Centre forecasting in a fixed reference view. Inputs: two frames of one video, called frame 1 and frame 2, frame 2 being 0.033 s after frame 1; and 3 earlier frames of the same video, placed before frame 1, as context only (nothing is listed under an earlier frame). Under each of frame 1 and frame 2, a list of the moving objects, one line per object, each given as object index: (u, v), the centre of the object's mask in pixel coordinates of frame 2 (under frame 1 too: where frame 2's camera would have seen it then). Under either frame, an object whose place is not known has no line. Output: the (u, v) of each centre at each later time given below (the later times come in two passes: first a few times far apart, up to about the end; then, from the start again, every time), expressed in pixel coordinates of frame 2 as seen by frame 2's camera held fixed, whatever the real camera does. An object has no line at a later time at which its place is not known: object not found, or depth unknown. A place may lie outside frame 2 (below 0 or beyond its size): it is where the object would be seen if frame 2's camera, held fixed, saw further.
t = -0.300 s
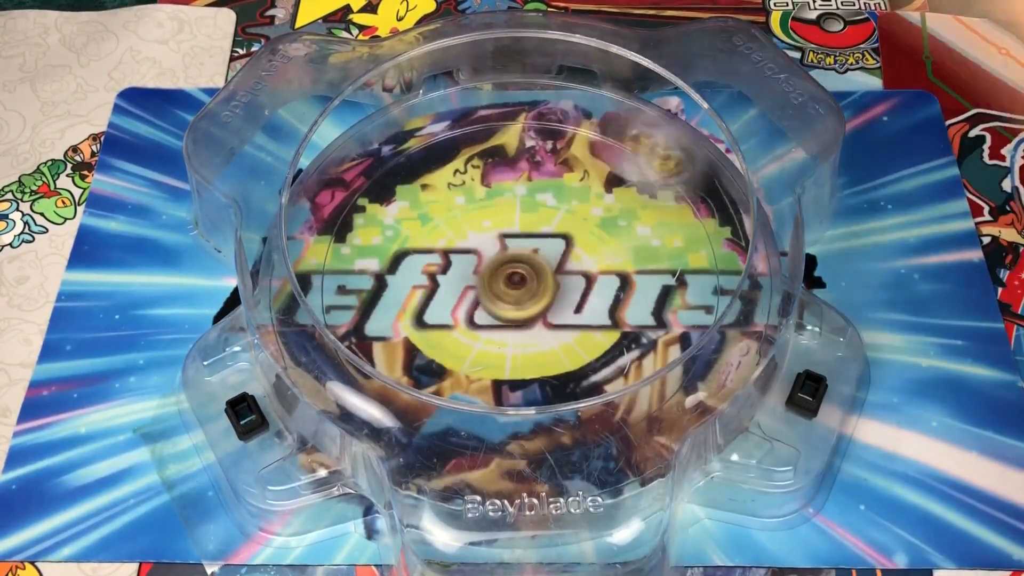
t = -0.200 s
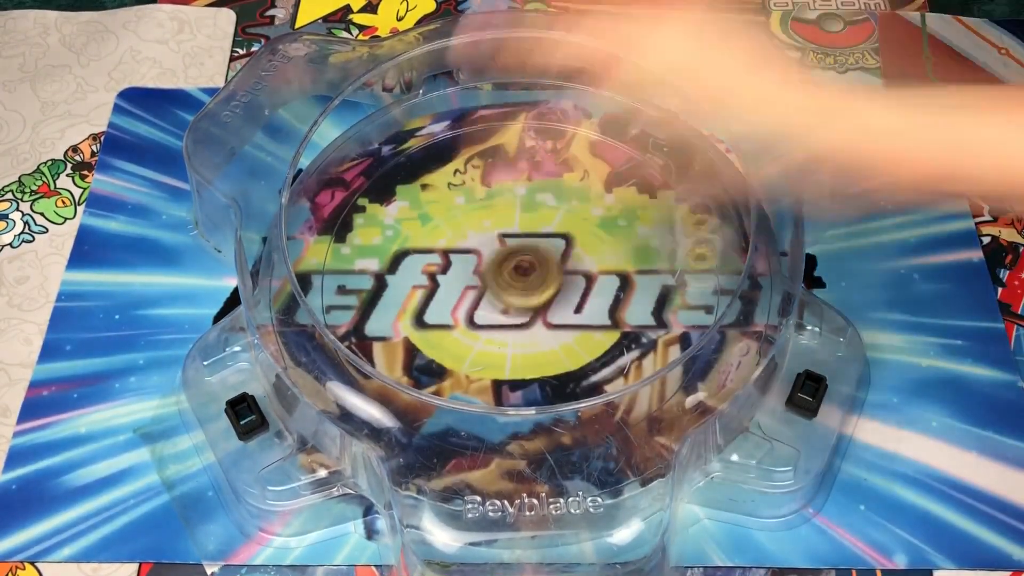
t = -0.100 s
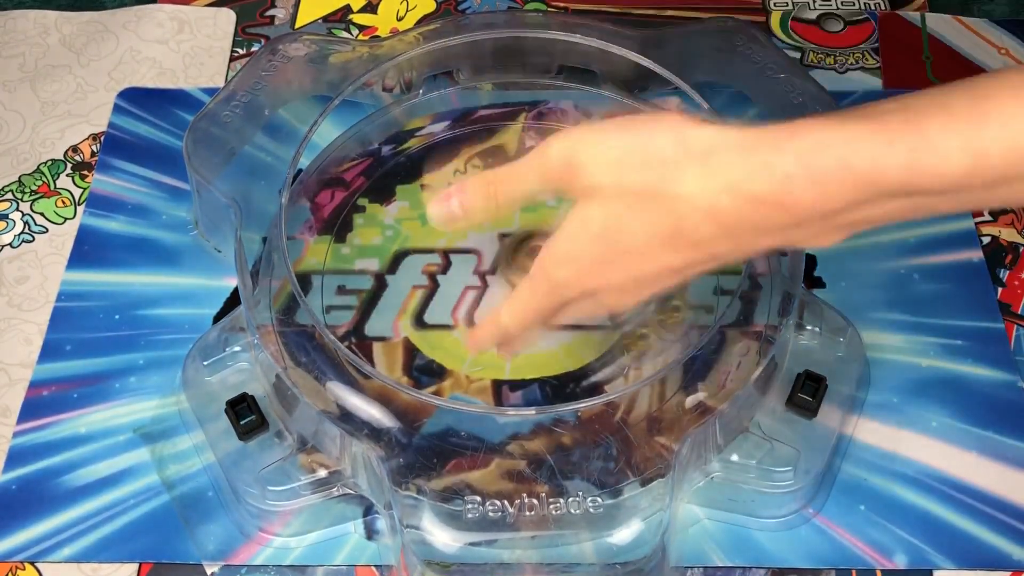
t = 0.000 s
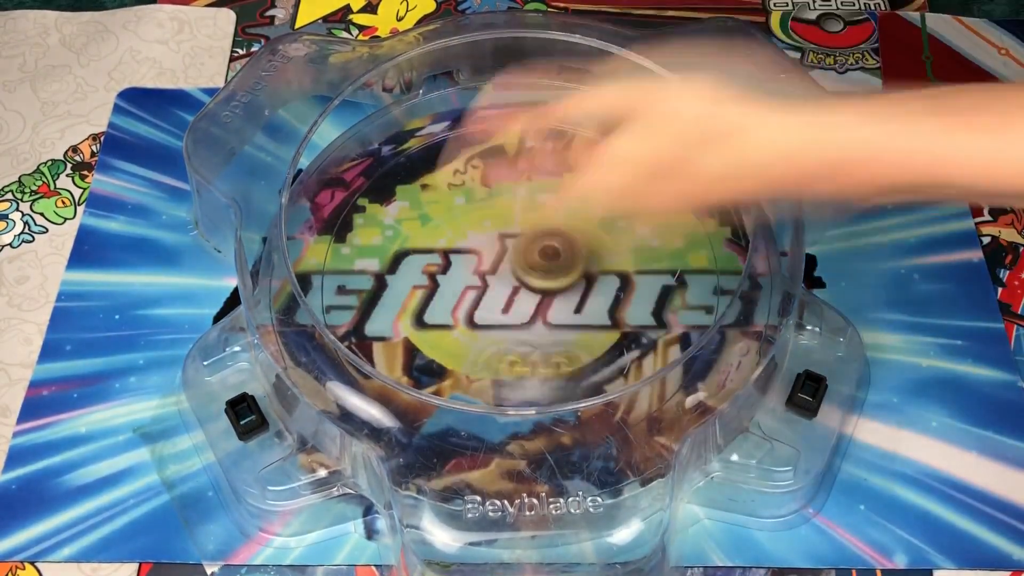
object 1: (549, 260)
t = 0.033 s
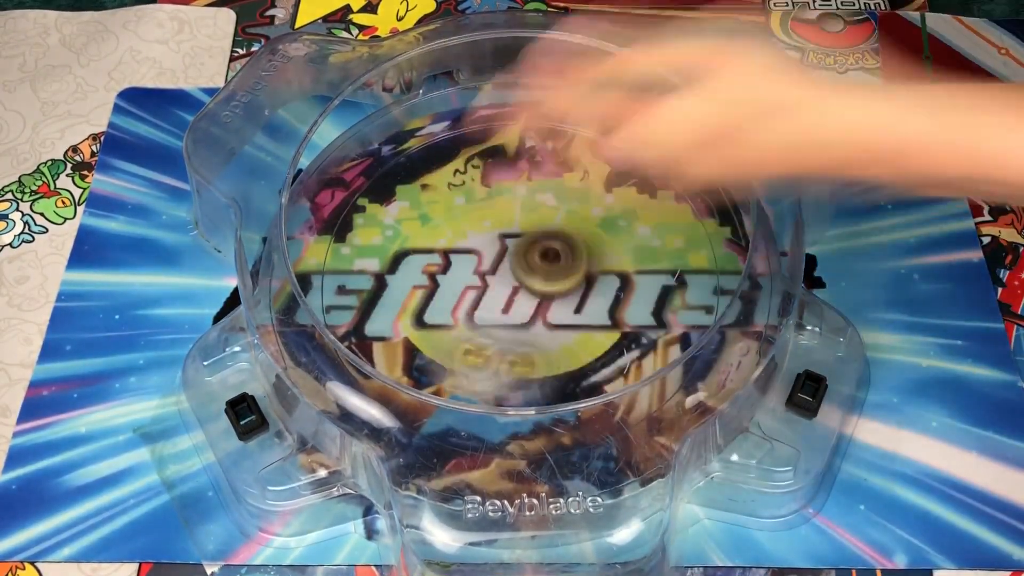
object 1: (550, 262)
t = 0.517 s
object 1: (530, 262)
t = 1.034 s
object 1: (529, 249)
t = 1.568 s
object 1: (509, 269)
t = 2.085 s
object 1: (517, 270)
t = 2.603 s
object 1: (519, 272)
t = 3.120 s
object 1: (519, 270)
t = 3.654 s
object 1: (520, 268)
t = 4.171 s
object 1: (520, 267)
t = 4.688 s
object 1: (521, 268)
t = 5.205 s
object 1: (520, 271)
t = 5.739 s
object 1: (519, 271)
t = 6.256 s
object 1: (520, 270)
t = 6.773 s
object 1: (521, 269)
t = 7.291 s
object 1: (521, 270)
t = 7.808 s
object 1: (521, 277)
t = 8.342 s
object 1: (529, 268)
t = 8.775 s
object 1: (526, 262)
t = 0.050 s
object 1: (550, 264)
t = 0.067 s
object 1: (547, 265)
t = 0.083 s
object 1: (547, 267)
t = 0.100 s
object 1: (546, 267)
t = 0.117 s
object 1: (541, 268)
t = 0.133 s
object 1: (537, 270)
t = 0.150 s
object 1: (532, 269)
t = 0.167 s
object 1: (527, 270)
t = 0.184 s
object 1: (524, 269)
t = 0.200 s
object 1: (520, 270)
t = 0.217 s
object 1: (515, 269)
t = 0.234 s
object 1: (512, 268)
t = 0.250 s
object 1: (508, 267)
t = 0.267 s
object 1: (504, 265)
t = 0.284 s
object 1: (502, 263)
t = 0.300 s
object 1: (501, 261)
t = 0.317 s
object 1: (500, 260)
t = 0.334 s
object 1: (502, 258)
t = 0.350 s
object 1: (502, 257)
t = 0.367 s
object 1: (504, 258)
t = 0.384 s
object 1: (505, 258)
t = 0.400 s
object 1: (508, 259)
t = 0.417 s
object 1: (510, 259)
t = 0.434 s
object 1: (514, 259)
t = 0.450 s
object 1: (516, 260)
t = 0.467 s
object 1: (521, 261)
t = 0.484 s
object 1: (524, 262)
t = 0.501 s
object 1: (528, 262)
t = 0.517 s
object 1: (530, 262)
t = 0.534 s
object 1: (535, 264)
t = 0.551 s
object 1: (536, 265)
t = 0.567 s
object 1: (540, 268)
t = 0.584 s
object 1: (541, 269)
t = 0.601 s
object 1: (543, 272)
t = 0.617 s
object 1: (545, 274)
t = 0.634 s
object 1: (547, 276)
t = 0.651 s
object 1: (547, 278)
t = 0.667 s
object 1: (547, 281)
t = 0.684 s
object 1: (546, 283)
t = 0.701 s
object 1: (545, 285)
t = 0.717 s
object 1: (542, 287)
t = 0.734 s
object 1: (538, 289)
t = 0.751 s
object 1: (535, 289)
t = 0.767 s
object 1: (532, 288)
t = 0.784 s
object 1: (527, 286)
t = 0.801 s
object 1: (524, 284)
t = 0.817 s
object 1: (523, 281)
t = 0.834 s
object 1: (522, 277)
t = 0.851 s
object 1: (521, 274)
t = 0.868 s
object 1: (521, 270)
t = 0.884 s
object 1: (520, 267)
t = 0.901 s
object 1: (520, 263)
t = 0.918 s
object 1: (520, 261)
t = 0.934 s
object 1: (521, 258)
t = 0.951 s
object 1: (521, 257)
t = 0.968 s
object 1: (523, 254)
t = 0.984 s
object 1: (524, 252)
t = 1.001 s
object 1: (525, 251)
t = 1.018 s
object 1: (527, 250)
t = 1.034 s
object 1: (529, 249)
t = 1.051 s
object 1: (530, 248)
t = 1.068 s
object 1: (533, 249)
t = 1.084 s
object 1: (535, 249)
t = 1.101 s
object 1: (538, 251)
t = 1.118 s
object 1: (538, 252)
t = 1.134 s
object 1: (541, 255)
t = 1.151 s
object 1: (542, 257)
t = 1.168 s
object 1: (543, 260)
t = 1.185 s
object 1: (543, 263)
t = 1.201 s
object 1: (543, 266)
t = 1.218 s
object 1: (543, 269)
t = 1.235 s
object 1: (543, 275)
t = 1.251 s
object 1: (540, 277)
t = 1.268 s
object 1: (537, 280)
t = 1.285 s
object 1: (534, 282)
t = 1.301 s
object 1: (530, 284)
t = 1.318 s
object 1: (526, 283)
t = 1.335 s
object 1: (524, 283)
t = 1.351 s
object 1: (522, 282)
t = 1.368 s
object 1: (520, 281)
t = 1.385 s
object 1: (518, 279)
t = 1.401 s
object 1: (517, 278)
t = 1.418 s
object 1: (515, 277)
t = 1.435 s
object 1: (513, 275)
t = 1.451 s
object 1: (512, 274)
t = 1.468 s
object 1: (510, 273)
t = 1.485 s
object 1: (510, 272)
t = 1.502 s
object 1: (509, 271)
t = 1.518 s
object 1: (509, 271)
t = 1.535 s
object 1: (509, 270)
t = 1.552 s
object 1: (508, 270)
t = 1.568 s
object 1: (509, 269)
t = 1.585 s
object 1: (509, 269)
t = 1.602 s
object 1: (509, 269)
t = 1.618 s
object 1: (509, 269)
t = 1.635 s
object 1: (509, 269)
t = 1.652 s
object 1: (509, 269)
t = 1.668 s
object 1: (510, 268)
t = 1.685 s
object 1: (510, 268)
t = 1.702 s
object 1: (510, 268)
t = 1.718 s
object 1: (510, 268)
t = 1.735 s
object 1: (512, 269)
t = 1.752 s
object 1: (512, 268)
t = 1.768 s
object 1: (513, 269)
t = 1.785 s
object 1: (513, 269)
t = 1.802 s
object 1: (514, 269)
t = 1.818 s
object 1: (514, 269)
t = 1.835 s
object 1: (514, 269)
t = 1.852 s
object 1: (515, 269)
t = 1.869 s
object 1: (515, 269)
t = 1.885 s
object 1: (515, 269)
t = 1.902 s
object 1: (515, 269)
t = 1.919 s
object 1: (515, 270)
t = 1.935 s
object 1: (516, 269)
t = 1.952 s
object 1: (516, 270)
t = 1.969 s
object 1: (516, 270)
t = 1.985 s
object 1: (516, 270)
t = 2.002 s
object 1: (516, 270)
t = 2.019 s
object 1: (517, 270)
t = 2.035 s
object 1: (517, 270)
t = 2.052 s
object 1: (517, 270)
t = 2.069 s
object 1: (517, 270)
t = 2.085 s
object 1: (517, 270)
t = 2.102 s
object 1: (517, 270)
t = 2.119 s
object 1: (517, 270)
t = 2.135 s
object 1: (517, 270)
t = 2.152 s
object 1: (517, 270)
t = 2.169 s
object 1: (518, 270)
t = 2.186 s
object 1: (518, 270)
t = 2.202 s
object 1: (518, 270)
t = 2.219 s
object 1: (518, 271)
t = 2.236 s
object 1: (518, 271)
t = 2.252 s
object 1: (518, 271)
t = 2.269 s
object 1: (518, 271)
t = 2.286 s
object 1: (518, 271)
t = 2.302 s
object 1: (518, 271)
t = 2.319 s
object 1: (518, 271)
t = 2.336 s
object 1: (519, 271)
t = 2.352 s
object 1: (519, 271)
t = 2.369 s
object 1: (519, 271)
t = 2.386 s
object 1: (519, 272)
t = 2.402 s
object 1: (519, 272)
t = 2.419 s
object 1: (519, 272)
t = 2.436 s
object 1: (519, 272)
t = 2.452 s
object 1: (519, 272)
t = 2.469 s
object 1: (519, 272)
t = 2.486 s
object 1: (519, 272)
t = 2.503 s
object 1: (519, 272)
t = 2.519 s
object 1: (519, 272)
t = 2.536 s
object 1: (519, 272)
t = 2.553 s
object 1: (519, 272)
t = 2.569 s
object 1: (519, 272)
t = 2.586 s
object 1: (519, 272)
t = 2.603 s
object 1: (519, 272)
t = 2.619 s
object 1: (519, 272)
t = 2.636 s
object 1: (519, 272)
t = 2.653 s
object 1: (519, 272)
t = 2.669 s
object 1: (519, 272)
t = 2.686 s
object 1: (519, 272)
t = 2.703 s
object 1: (519, 272)
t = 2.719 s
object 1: (519, 272)
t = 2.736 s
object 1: (519, 272)
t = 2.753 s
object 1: (519, 272)
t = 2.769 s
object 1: (519, 272)
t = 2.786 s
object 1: (519, 272)
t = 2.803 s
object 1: (519, 272)
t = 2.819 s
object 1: (519, 272)
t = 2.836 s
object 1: (519, 271)
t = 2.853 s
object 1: (519, 271)
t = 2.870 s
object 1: (519, 271)
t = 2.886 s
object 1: (519, 271)
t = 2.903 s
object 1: (519, 271)
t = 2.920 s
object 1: (519, 271)
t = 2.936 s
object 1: (519, 271)
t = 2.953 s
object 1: (519, 271)
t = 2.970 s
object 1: (519, 270)
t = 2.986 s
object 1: (519, 270)
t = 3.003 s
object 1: (519, 270)
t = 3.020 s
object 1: (519, 270)
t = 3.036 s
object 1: (519, 270)
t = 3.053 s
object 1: (519, 270)
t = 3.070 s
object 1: (519, 270)
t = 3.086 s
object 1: (519, 270)
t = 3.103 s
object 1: (519, 270)
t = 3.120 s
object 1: (519, 270)
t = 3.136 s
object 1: (519, 270)
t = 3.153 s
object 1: (519, 270)
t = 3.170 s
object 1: (519, 270)
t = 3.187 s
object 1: (519, 270)
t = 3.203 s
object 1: (519, 270)
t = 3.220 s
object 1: (519, 270)
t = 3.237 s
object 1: (519, 270)
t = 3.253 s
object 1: (519, 270)
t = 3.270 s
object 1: (519, 270)
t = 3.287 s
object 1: (519, 269)
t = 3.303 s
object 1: (519, 269)
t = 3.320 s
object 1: (519, 269)
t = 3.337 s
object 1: (519, 269)
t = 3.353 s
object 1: (519, 269)
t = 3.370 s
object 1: (519, 269)
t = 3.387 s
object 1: (519, 269)
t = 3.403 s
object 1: (519, 269)
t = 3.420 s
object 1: (519, 269)
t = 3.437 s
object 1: (519, 269)
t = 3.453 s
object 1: (519, 269)
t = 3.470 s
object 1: (519, 269)
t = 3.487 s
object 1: (519, 269)
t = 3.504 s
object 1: (519, 269)
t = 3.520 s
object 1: (519, 269)
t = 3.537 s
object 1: (520, 269)
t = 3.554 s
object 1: (520, 269)
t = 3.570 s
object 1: (520, 269)
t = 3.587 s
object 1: (520, 269)
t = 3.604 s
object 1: (520, 269)
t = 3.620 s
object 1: (520, 268)
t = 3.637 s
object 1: (520, 268)
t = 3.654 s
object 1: (520, 268)
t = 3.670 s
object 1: (520, 268)
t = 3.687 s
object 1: (520, 268)
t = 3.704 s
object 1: (520, 268)
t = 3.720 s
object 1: (520, 268)
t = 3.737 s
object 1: (520, 268)
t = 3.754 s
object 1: (520, 268)
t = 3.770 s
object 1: (520, 268)
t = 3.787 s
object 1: (520, 268)
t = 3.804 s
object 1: (520, 268)
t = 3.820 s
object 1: (520, 267)
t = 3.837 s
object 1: (520, 267)
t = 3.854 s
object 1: (520, 267)
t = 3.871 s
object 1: (520, 267)
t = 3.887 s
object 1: (520, 267)
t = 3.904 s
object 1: (521, 267)
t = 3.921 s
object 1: (520, 267)
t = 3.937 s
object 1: (521, 267)
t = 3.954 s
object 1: (521, 267)
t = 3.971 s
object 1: (521, 267)
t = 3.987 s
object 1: (521, 267)
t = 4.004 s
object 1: (521, 267)
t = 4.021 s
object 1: (521, 267)
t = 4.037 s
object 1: (521, 267)
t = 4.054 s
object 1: (521, 267)
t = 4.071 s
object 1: (521, 267)
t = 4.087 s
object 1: (521, 267)
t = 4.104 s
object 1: (521, 267)
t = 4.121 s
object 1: (521, 267)
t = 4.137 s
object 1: (521, 267)
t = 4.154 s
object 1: (521, 267)
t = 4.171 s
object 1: (520, 267)
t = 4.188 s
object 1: (521, 267)
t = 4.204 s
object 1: (521, 267)
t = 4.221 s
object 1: (521, 267)
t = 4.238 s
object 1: (521, 267)
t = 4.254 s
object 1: (521, 267)
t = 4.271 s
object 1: (520, 267)
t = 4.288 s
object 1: (520, 267)
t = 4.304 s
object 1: (520, 267)
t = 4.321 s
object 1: (521, 267)
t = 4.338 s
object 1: (521, 267)
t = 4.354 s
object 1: (520, 267)
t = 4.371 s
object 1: (521, 267)
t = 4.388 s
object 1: (521, 267)
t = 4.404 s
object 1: (521, 268)
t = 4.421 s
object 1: (521, 268)
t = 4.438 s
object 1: (521, 268)
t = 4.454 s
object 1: (521, 268)
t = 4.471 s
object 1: (521, 268)
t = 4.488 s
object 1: (521, 268)
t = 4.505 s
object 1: (521, 268)
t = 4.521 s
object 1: (521, 268)
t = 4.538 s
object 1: (521, 268)
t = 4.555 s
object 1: (521, 268)
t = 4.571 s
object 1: (521, 268)
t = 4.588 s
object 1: (521, 268)
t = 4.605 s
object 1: (521, 268)
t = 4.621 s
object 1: (521, 268)
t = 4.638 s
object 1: (521, 268)
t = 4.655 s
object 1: (521, 268)
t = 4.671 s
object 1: (521, 268)
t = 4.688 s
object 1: (521, 268)
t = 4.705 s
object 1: (521, 268)
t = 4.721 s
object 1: (521, 268)
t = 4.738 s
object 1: (521, 269)
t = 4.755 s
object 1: (521, 269)
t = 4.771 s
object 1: (521, 269)
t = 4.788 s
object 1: (521, 269)
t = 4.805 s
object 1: (521, 269)
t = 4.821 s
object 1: (521, 269)
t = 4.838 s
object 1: (521, 269)
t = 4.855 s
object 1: (521, 269)
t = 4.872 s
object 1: (521, 269)
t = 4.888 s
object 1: (521, 269)
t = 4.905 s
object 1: (521, 269)
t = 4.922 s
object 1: (521, 269)
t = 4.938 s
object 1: (521, 269)
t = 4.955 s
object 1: (520, 269)
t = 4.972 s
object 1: (520, 269)
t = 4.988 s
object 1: (520, 269)
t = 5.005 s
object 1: (520, 270)
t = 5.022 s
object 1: (520, 270)
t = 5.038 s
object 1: (520, 270)
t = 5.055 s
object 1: (520, 270)
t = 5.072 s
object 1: (520, 270)
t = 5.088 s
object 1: (520, 270)
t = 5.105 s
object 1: (520, 270)
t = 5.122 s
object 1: (520, 270)
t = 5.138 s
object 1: (520, 270)
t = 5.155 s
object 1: (520, 270)
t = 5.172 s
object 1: (520, 270)
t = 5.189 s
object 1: (520, 270)
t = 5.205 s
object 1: (520, 271)
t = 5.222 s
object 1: (520, 271)
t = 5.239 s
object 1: (520, 271)
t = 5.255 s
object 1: (520, 271)
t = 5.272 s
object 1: (520, 271)
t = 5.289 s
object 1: (520, 271)
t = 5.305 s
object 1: (520, 271)
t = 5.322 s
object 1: (520, 271)
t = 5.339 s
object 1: (520, 271)
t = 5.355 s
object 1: (520, 271)
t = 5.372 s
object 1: (520, 271)
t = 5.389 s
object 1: (520, 271)
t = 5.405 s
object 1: (520, 271)
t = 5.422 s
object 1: (520, 271)
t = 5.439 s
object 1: (520, 271)
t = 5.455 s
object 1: (520, 271)
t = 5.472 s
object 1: (520, 271)
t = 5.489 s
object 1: (520, 271)
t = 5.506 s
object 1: (520, 271)
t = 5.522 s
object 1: (520, 271)
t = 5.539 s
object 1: (519, 271)
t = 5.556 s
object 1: (520, 271)
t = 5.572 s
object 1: (519, 271)
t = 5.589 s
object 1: (519, 271)
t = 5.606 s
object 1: (519, 271)
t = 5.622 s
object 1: (519, 271)
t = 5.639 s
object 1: (519, 271)
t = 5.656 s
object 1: (519, 271)
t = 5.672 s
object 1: (519, 271)
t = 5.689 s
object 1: (519, 271)
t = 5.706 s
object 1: (519, 271)
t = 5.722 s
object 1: (519, 271)
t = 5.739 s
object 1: (519, 271)
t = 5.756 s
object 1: (519, 270)
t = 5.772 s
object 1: (519, 270)
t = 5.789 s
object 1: (519, 270)
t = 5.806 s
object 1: (519, 270)
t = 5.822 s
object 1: (519, 270)
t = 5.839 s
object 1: (519, 270)
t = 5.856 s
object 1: (519, 270)
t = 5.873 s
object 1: (519, 270)
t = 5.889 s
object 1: (519, 270)
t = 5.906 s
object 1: (519, 270)
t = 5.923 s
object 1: (519, 270)
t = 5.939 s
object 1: (519, 270)
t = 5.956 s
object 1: (519, 270)
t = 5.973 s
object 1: (519, 270)
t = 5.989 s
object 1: (519, 270)
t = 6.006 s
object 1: (519, 270)
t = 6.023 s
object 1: (519, 270)
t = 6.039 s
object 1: (519, 270)
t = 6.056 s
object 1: (519, 270)
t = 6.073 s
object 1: (519, 270)
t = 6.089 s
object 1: (519, 270)
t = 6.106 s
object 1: (519, 270)
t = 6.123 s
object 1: (520, 270)
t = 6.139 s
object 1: (520, 270)
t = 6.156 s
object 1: (520, 270)
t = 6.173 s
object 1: (520, 270)
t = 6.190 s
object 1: (520, 270)
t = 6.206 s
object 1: (520, 270)
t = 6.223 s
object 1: (520, 270)
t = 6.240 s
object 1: (520, 270)
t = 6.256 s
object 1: (520, 270)
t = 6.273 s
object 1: (520, 270)
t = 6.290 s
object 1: (520, 270)
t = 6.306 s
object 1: (520, 270)
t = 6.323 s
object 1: (520, 270)
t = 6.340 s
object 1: (520, 270)
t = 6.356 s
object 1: (520, 269)
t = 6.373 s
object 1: (520, 269)
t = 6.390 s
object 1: (520, 269)
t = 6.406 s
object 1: (520, 269)
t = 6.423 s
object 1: (520, 269)
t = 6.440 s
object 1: (520, 269)
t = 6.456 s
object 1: (520, 269)
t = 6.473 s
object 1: (520, 269)
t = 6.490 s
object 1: (520, 269)
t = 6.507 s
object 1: (520, 269)
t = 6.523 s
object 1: (520, 269)
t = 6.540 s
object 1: (520, 269)
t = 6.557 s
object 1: (520, 269)
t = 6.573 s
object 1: (520, 269)
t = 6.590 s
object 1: (520, 269)
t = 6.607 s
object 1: (520, 269)
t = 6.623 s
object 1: (520, 269)
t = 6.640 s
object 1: (520, 269)
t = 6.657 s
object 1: (520, 269)
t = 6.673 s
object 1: (520, 269)
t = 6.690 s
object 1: (520, 269)
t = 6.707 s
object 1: (520, 269)
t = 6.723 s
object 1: (520, 269)
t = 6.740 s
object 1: (520, 269)
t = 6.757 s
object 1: (521, 269)
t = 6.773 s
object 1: (521, 269)
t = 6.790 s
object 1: (521, 269)
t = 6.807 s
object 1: (521, 269)
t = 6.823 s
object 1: (521, 269)
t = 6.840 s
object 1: (521, 269)
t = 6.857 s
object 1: (521, 269)
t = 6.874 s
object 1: (521, 269)
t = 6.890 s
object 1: (521, 269)
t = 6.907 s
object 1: (521, 269)
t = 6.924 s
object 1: (521, 269)
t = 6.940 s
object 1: (521, 269)
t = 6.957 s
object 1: (521, 269)
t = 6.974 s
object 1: (521, 269)
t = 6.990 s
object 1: (521, 269)
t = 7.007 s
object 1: (521, 269)
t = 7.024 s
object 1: (521, 269)
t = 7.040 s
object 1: (521, 270)
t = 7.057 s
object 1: (521, 270)
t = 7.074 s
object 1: (521, 270)
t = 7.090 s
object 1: (521, 270)
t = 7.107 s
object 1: (521, 270)
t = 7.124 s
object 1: (521, 270)
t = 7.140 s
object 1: (521, 270)
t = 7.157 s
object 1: (521, 270)
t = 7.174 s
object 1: (521, 270)
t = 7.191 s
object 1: (521, 270)
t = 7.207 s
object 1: (521, 270)
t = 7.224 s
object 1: (521, 270)
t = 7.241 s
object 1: (521, 270)
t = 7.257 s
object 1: (521, 270)
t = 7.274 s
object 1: (521, 270)
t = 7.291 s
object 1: (521, 270)
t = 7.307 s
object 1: (521, 270)
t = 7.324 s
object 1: (522, 270)
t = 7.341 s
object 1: (521, 270)
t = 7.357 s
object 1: (521, 270)
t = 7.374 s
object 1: (521, 270)
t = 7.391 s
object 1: (521, 270)
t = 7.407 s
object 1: (521, 270)
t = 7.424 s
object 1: (521, 270)
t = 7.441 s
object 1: (521, 270)
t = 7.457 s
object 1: (521, 271)
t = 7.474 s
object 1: (521, 271)
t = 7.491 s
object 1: (521, 272)
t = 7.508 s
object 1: (522, 273)
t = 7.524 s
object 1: (522, 274)
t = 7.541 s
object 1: (522, 274)
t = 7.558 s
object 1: (522, 275)
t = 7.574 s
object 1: (522, 275)
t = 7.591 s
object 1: (522, 275)
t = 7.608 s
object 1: (522, 275)
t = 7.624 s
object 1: (522, 275)
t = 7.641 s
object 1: (522, 276)
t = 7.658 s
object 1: (522, 276)
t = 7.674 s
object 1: (522, 276)
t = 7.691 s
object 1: (522, 276)
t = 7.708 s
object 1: (521, 276)
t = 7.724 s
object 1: (521, 276)
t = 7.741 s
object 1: (521, 276)
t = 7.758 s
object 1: (521, 276)
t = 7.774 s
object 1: (521, 276)
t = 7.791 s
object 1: (521, 276)
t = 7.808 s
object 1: (521, 277)
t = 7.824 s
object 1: (521, 277)
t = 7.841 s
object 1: (521, 277)
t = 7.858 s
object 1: (521, 277)
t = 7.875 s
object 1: (521, 277)
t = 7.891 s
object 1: (521, 277)
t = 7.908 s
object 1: (521, 277)
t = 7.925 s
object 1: (521, 277)
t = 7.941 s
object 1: (521, 277)
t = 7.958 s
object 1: (520, 277)
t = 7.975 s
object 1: (520, 277)
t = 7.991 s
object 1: (520, 277)
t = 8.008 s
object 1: (520, 277)
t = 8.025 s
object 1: (520, 277)
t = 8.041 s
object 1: (520, 277)
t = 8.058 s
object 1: (521, 276)
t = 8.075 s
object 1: (522, 276)
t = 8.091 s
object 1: (523, 275)
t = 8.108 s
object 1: (525, 274)
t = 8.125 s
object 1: (526, 273)
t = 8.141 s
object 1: (526, 273)
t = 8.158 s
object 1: (527, 272)
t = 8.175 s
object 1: (527, 272)
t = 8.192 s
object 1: (527, 271)
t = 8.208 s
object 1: (528, 270)
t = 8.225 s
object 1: (528, 270)
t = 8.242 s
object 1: (528, 270)
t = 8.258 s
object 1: (528, 270)
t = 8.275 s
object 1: (528, 269)
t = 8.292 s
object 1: (529, 269)
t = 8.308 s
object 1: (529, 268)
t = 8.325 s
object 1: (529, 268)
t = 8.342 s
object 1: (529, 268)
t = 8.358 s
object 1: (529, 267)
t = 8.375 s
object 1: (530, 267)
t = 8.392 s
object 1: (530, 266)
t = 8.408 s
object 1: (530, 266)
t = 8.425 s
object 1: (530, 266)
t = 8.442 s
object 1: (530, 266)
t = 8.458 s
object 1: (530, 265)
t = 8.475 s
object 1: (531, 265)
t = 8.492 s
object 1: (531, 265)
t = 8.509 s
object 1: (531, 264)
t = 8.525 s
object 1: (531, 264)
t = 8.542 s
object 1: (531, 264)
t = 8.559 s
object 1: (531, 264)
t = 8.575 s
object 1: (531, 264)
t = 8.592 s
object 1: (531, 264)
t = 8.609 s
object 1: (531, 264)
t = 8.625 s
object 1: (532, 263)
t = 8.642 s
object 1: (532, 263)
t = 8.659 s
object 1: (531, 263)
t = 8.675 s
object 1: (531, 263)
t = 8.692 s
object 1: (530, 263)
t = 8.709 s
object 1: (529, 262)
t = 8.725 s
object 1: (528, 262)
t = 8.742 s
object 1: (527, 262)
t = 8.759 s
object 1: (526, 262)
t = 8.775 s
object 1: (526, 262)
